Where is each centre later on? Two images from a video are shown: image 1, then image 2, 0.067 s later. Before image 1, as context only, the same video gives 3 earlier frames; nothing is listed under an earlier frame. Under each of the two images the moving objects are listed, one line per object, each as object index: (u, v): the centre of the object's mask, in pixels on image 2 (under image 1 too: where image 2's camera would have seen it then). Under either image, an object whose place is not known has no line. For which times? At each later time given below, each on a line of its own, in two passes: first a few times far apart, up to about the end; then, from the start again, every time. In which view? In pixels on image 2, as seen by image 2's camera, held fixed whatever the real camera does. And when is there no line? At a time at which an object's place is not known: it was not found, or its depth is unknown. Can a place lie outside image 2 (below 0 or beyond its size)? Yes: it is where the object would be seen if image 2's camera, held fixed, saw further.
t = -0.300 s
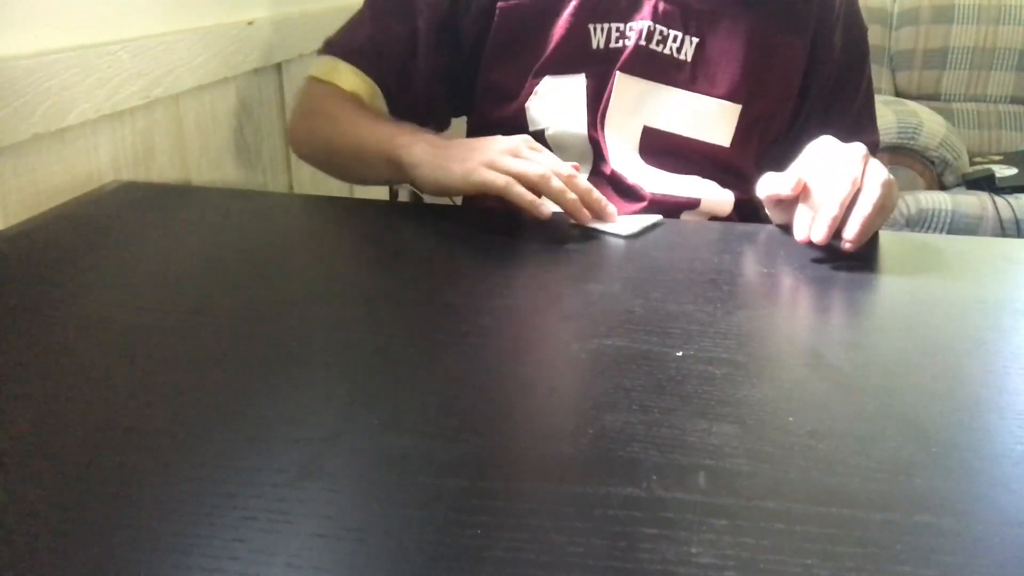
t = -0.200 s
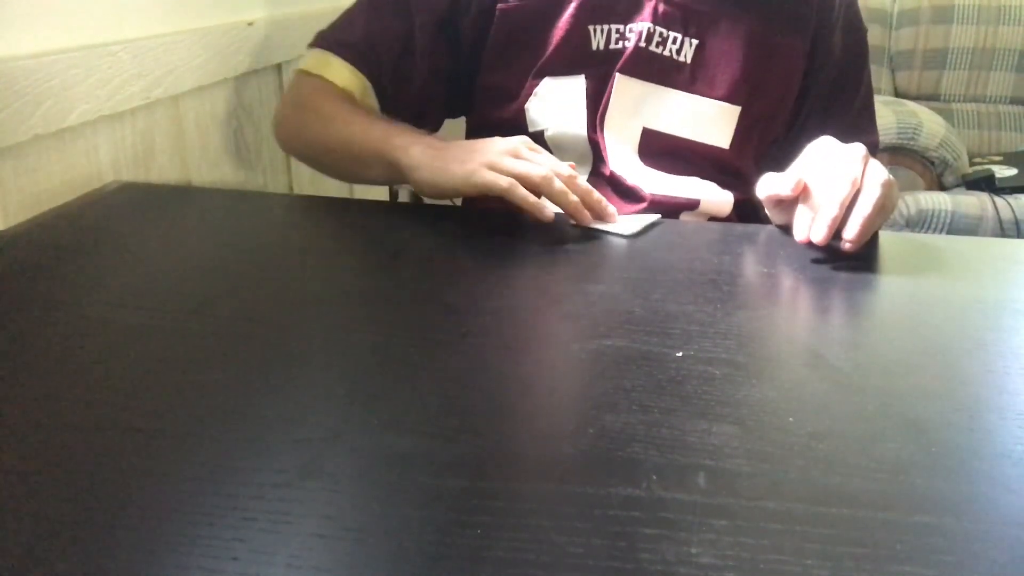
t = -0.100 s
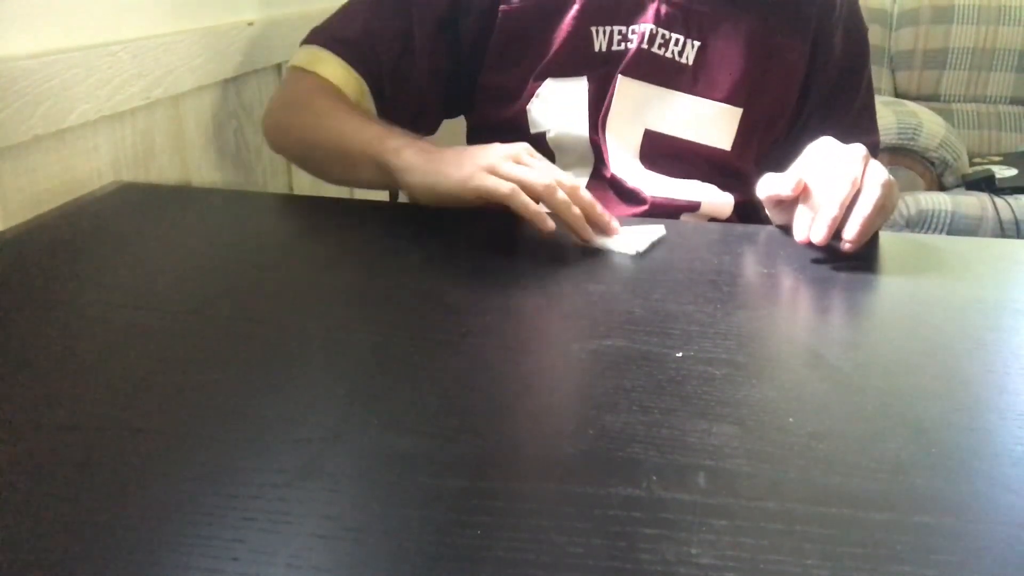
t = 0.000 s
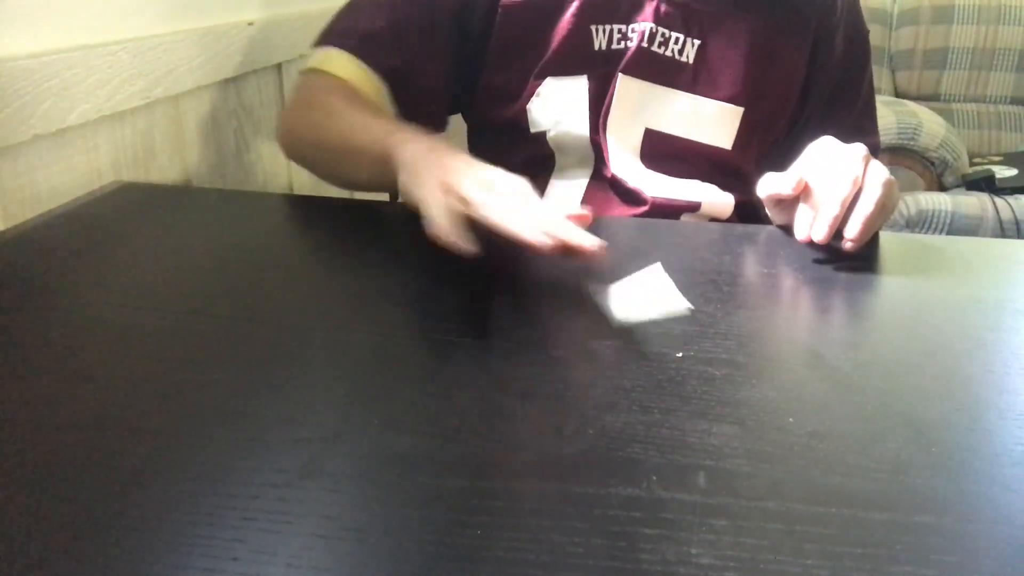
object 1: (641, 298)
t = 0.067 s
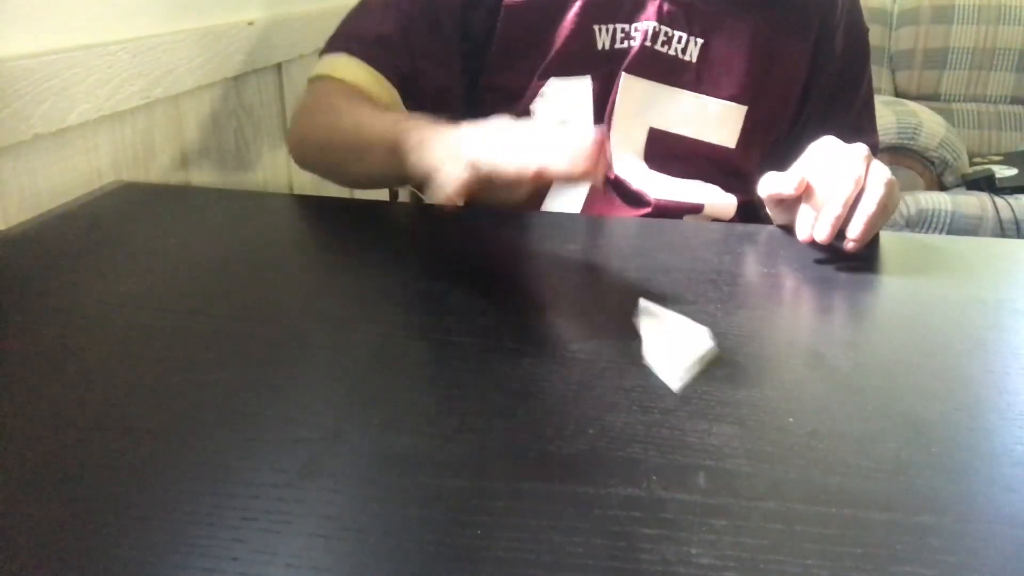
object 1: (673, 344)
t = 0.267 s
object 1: (723, 466)
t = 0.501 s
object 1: (735, 488)
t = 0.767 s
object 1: (735, 489)
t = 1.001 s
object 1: (735, 489)
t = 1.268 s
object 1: (735, 488)
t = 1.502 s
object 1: (735, 488)
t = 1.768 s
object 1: (735, 489)
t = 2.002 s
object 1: (735, 489)
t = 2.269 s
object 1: (735, 489)
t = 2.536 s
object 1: (735, 488)
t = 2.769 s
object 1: (735, 488)
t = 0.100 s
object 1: (682, 366)
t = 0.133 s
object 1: (690, 387)
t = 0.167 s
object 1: (699, 410)
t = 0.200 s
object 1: (707, 432)
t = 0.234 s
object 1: (717, 450)
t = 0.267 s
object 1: (723, 466)
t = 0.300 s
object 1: (729, 478)
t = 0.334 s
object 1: (733, 486)
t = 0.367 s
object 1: (734, 488)
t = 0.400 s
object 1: (735, 488)
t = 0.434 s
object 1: (735, 489)
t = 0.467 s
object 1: (735, 488)
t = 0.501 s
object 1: (735, 488)
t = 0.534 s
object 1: (735, 488)
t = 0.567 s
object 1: (735, 489)
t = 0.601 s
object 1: (735, 488)
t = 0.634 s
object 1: (735, 488)
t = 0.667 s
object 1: (735, 489)
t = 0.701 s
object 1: (735, 488)
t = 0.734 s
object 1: (735, 488)
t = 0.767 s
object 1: (735, 489)
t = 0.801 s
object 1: (735, 488)
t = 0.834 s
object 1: (735, 488)
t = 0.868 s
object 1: (735, 489)
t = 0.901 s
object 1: (735, 489)
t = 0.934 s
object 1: (735, 488)
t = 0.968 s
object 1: (735, 488)
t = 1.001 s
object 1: (735, 489)
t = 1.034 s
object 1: (735, 488)
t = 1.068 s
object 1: (735, 489)
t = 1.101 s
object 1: (735, 489)
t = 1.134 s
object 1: (735, 489)
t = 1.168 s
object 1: (735, 488)
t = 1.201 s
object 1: (735, 488)
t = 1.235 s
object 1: (735, 489)
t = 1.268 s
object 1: (735, 488)
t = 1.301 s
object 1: (735, 488)
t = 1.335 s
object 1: (735, 489)
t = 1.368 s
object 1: (735, 489)
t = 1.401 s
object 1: (735, 488)
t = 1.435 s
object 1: (735, 489)
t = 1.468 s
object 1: (735, 489)
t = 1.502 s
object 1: (735, 488)
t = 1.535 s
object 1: (735, 489)
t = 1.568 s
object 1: (735, 489)
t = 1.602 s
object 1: (735, 489)
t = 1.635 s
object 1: (735, 489)
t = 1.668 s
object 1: (735, 489)
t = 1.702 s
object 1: (735, 489)
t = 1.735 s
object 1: (735, 489)
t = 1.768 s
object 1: (735, 489)
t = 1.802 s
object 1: (735, 489)
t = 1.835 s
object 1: (735, 489)
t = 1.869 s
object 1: (735, 489)
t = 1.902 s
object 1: (735, 489)
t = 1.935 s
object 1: (735, 489)
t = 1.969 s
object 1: (735, 489)
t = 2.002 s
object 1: (735, 489)
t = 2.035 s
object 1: (735, 489)
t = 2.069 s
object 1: (735, 489)
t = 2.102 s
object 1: (735, 489)
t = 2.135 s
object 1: (735, 489)
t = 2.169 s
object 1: (735, 489)
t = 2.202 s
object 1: (735, 489)
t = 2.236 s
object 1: (735, 489)
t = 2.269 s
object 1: (735, 489)
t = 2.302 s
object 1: (735, 489)
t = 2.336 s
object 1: (735, 489)
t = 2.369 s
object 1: (735, 489)
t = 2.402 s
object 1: (735, 488)
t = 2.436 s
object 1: (735, 489)
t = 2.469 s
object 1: (735, 489)
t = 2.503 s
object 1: (735, 488)
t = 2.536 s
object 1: (735, 488)
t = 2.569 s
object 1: (735, 489)
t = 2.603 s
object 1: (735, 489)
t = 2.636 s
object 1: (735, 489)
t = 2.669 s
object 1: (735, 489)
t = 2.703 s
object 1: (735, 489)
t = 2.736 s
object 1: (735, 489)
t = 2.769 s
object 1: (735, 488)
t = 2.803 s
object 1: (735, 489)
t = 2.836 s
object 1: (735, 489)
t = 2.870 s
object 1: (735, 489)
